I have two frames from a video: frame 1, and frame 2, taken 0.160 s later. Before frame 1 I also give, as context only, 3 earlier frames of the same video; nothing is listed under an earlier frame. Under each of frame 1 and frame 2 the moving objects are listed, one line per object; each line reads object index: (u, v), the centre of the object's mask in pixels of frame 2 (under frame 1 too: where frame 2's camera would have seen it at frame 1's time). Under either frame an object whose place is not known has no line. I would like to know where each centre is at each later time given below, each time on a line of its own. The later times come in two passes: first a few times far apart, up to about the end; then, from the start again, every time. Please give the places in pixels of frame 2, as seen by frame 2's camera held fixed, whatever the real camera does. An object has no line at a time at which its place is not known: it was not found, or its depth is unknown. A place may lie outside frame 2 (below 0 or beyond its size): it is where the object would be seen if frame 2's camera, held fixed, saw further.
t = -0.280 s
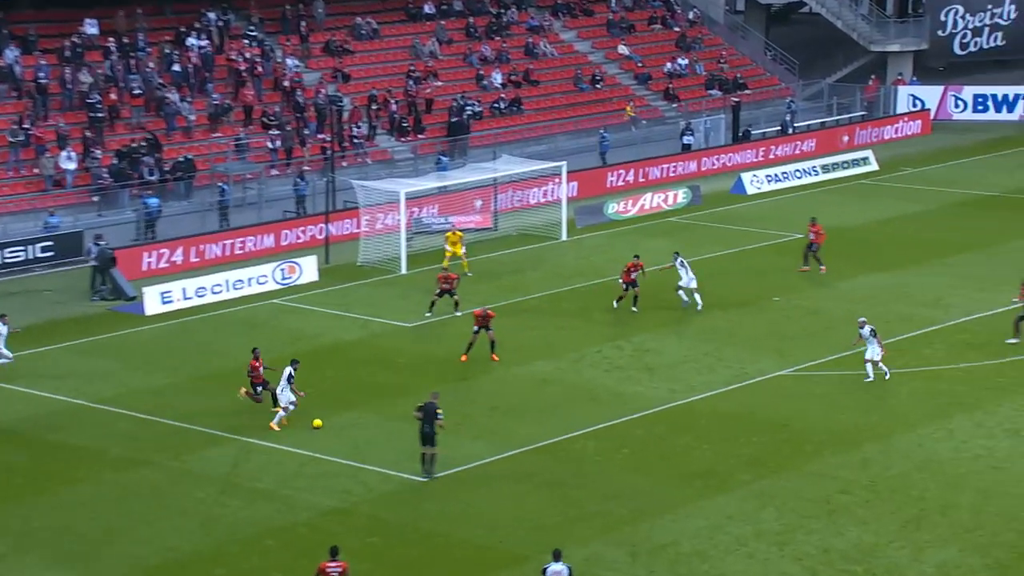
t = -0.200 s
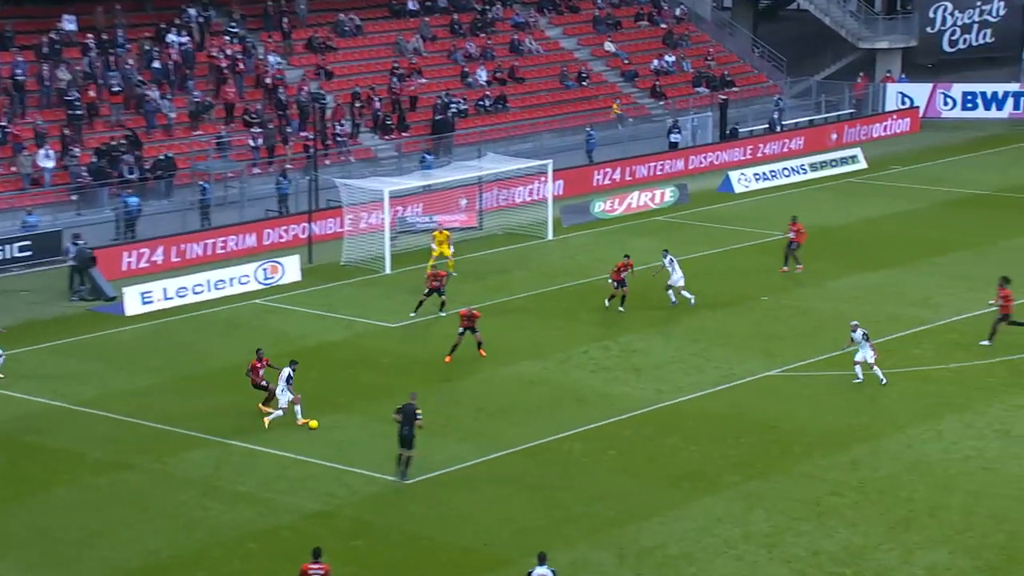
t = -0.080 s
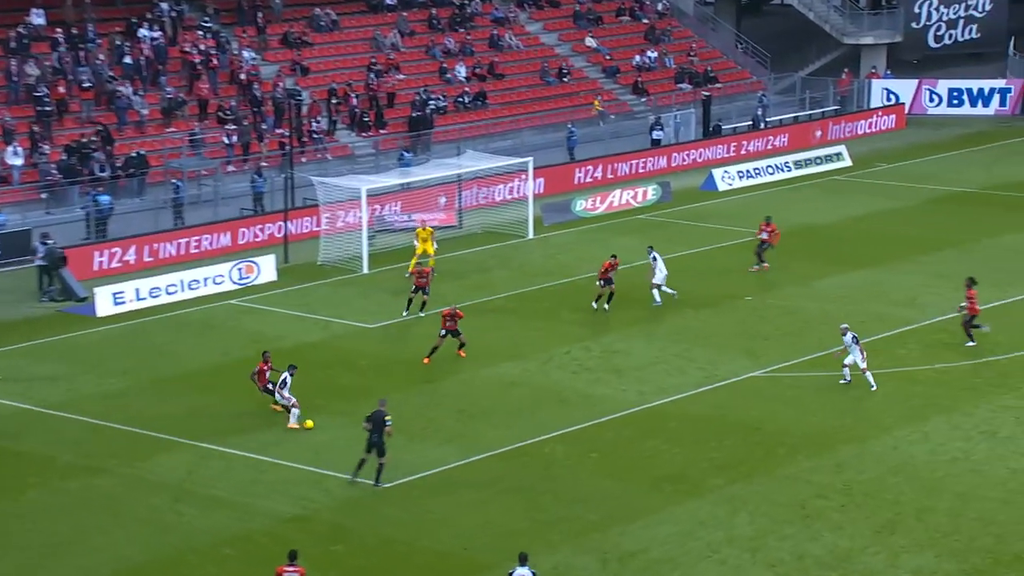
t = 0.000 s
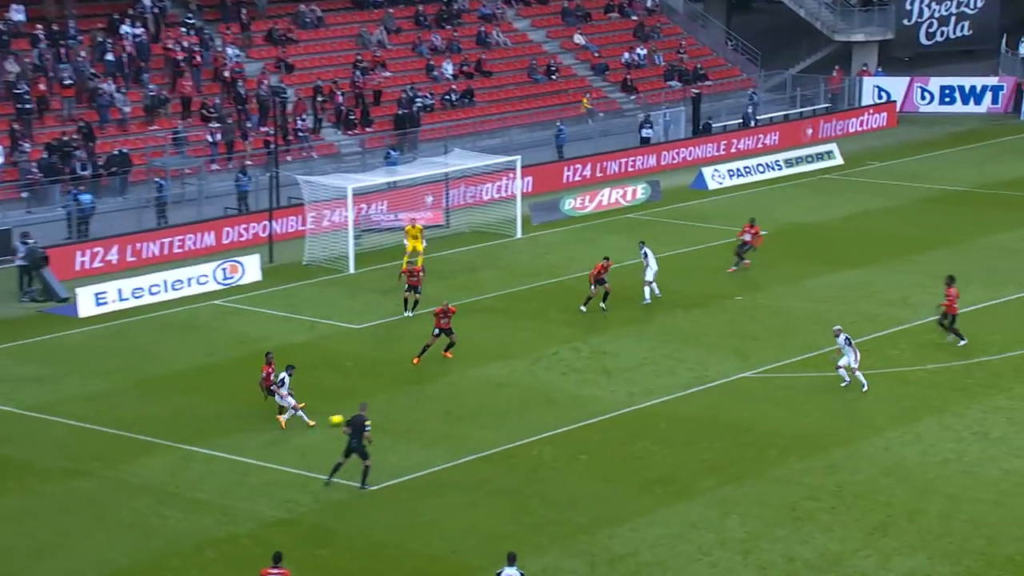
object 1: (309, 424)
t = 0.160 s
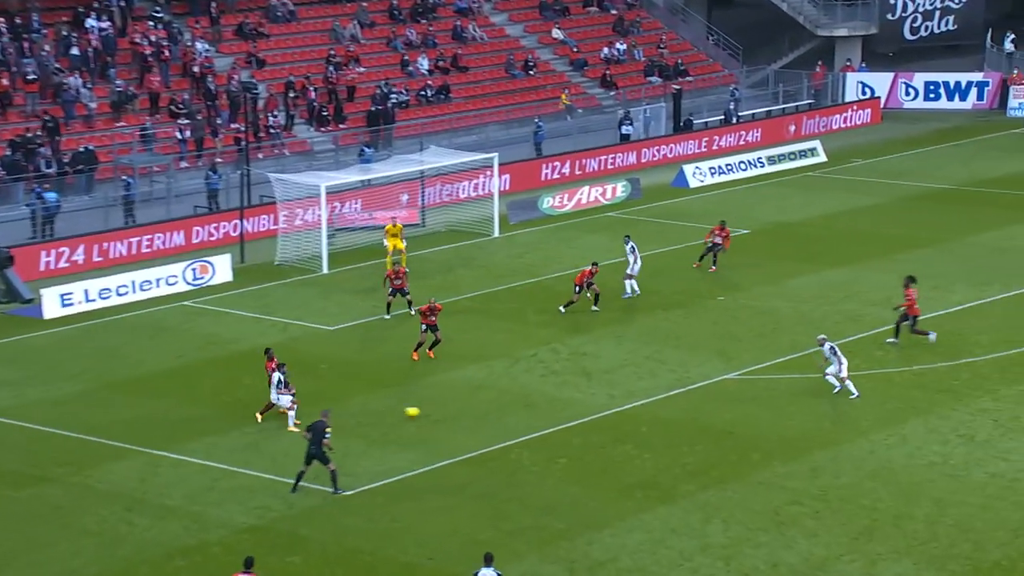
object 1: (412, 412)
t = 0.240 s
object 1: (460, 410)
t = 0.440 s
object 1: (564, 400)
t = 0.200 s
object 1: (436, 412)
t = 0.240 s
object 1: (460, 410)
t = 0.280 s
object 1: (481, 406)
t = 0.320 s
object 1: (502, 404)
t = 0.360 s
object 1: (524, 402)
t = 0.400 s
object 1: (544, 401)
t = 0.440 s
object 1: (564, 400)
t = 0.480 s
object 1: (583, 398)
